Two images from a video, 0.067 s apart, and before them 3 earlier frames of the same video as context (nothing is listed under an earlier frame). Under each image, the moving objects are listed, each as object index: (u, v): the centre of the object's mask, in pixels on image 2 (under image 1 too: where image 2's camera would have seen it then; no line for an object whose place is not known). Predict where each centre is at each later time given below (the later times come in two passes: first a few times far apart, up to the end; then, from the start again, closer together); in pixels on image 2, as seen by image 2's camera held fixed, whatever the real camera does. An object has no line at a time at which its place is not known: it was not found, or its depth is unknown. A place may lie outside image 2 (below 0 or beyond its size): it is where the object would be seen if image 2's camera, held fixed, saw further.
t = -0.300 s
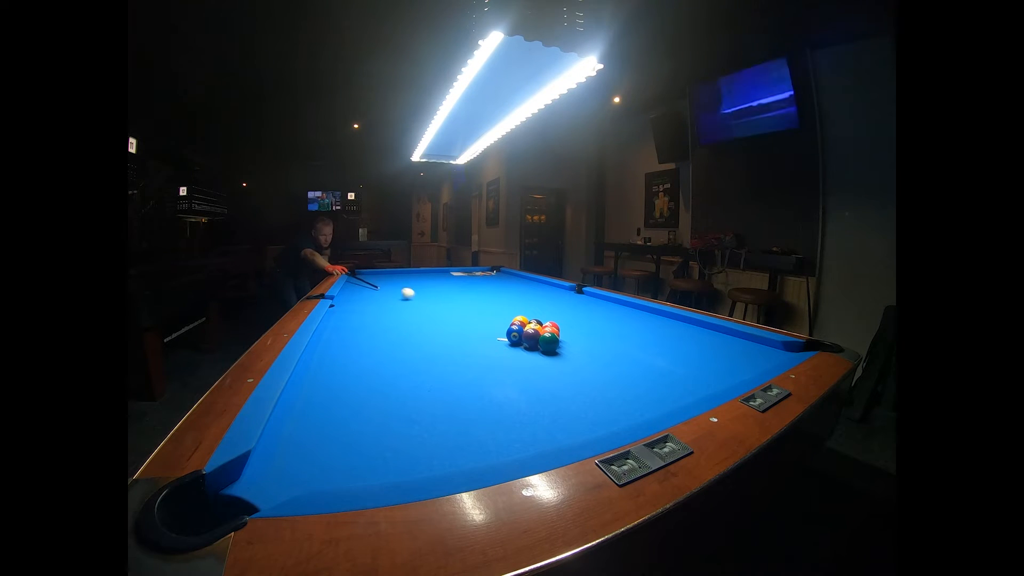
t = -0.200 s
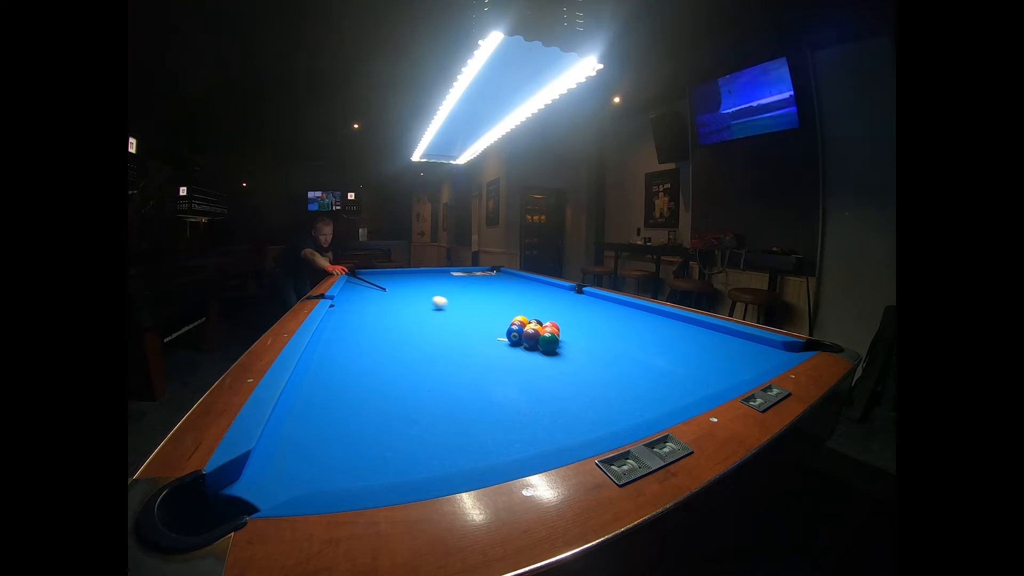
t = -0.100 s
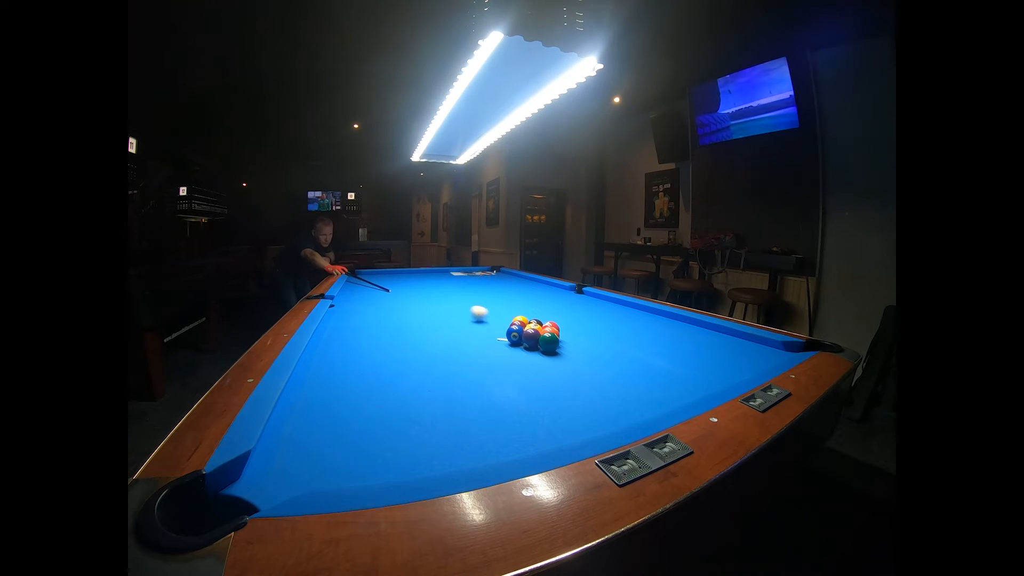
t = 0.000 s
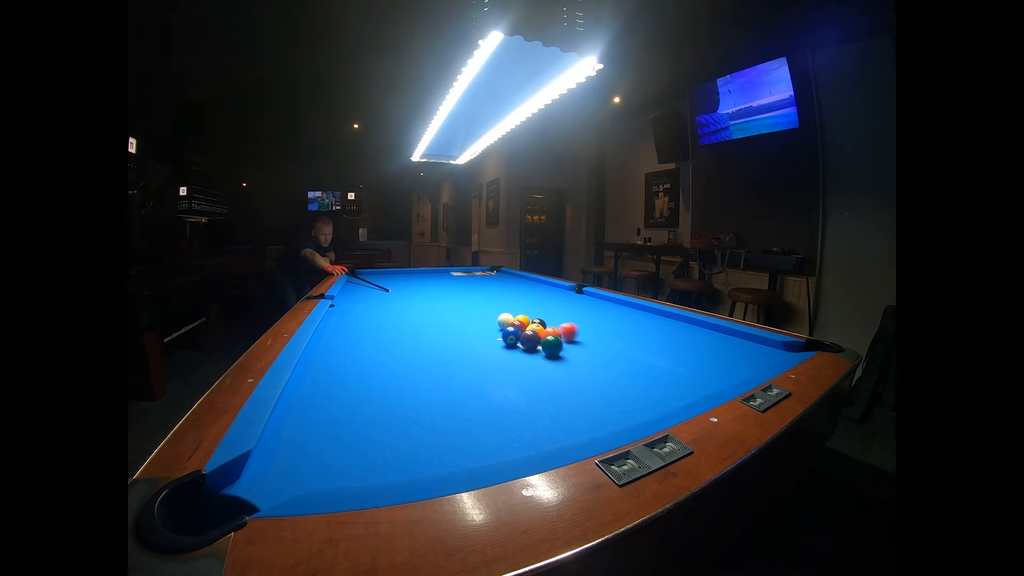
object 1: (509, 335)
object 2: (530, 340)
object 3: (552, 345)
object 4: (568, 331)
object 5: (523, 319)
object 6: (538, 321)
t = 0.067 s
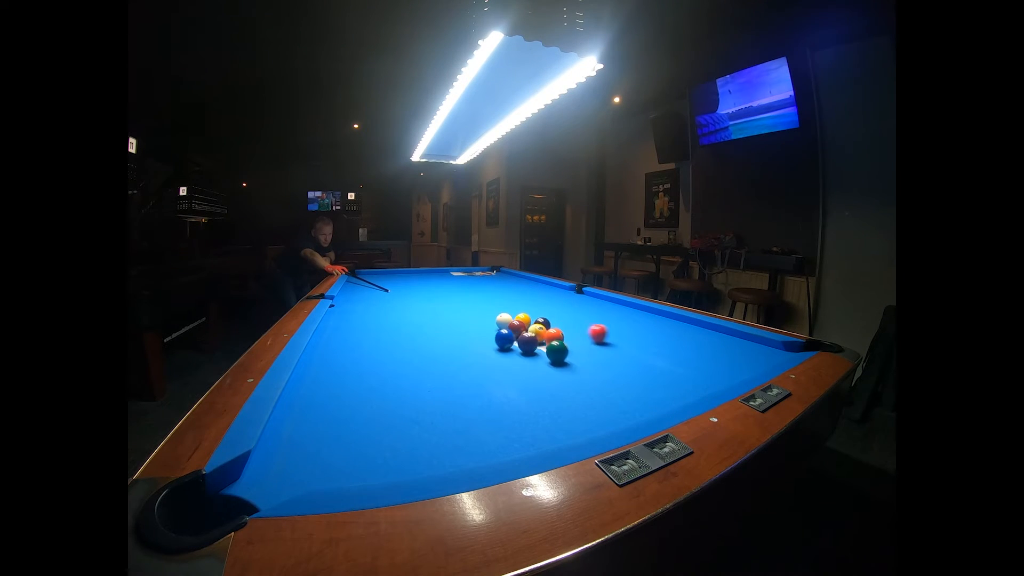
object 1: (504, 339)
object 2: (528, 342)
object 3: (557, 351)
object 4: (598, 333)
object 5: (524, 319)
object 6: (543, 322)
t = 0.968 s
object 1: (397, 381)
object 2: (491, 385)
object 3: (571, 400)
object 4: (771, 357)
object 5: (533, 305)
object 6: (582, 315)
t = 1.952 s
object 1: (304, 432)
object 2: (426, 453)
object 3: (482, 360)
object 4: (657, 364)
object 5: (540, 296)
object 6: (605, 308)
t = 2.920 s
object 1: (350, 440)
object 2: (384, 458)
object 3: (444, 341)
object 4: (547, 363)
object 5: (546, 291)
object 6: (616, 305)
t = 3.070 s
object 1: (350, 440)
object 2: (385, 458)
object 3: (440, 339)
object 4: (532, 363)
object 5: (546, 290)
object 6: (616, 305)
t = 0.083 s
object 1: (503, 339)
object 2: (527, 343)
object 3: (558, 353)
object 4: (605, 334)
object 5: (524, 319)
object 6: (544, 322)
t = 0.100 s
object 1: (501, 340)
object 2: (526, 344)
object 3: (559, 354)
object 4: (611, 334)
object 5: (524, 319)
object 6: (545, 322)
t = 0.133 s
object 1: (498, 342)
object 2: (526, 345)
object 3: (562, 356)
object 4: (624, 335)
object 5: (525, 318)
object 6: (547, 322)
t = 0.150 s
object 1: (496, 342)
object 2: (525, 346)
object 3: (563, 358)
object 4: (630, 335)
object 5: (525, 318)
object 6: (548, 322)
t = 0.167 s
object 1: (495, 343)
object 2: (524, 347)
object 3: (564, 360)
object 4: (636, 335)
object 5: (525, 318)
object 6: (548, 322)
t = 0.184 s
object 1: (493, 343)
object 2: (524, 347)
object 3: (566, 361)
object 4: (641, 335)
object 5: (525, 318)
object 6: (550, 322)
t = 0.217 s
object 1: (490, 345)
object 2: (523, 348)
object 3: (568, 364)
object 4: (652, 336)
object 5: (525, 317)
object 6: (551, 322)
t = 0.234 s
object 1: (488, 345)
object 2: (522, 349)
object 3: (570, 365)
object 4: (658, 336)
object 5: (525, 317)
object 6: (552, 322)
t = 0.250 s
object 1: (486, 346)
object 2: (522, 350)
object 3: (571, 367)
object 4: (663, 336)
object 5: (526, 317)
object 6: (552, 322)
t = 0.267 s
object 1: (485, 347)
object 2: (521, 351)
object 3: (573, 369)
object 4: (669, 336)
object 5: (526, 316)
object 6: (553, 322)
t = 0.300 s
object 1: (481, 348)
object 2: (520, 352)
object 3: (576, 372)
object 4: (679, 337)
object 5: (526, 316)
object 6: (555, 322)
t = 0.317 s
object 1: (479, 349)
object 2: (519, 353)
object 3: (577, 374)
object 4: (685, 337)
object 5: (526, 315)
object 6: (556, 322)
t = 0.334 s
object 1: (478, 350)
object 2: (519, 353)
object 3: (579, 376)
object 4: (690, 337)
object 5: (526, 315)
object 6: (556, 322)
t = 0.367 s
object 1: (474, 351)
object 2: (517, 355)
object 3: (582, 379)
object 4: (700, 337)
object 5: (527, 315)
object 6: (558, 321)
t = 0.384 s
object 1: (472, 352)
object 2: (517, 355)
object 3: (584, 381)
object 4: (706, 338)
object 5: (527, 314)
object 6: (559, 321)
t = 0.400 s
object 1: (470, 352)
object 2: (516, 356)
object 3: (586, 383)
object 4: (711, 338)
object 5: (527, 314)
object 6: (559, 321)
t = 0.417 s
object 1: (468, 353)
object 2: (515, 357)
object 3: (588, 385)
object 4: (716, 338)
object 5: (527, 314)
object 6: (561, 321)
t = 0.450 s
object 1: (465, 355)
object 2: (514, 358)
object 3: (591, 389)
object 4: (725, 338)
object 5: (528, 313)
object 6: (562, 320)
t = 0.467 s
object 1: (463, 355)
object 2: (513, 359)
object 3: (593, 391)
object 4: (730, 338)
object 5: (528, 313)
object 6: (563, 320)
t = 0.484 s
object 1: (461, 356)
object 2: (513, 360)
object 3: (595, 394)
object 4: (735, 338)
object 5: (528, 312)
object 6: (564, 320)
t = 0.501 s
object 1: (459, 357)
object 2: (512, 361)
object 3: (597, 396)
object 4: (740, 338)
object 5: (529, 312)
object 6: (564, 320)
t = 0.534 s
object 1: (455, 358)
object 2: (511, 362)
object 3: (601, 400)
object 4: (749, 339)
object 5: (529, 311)
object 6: (566, 319)
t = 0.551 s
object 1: (453, 359)
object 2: (510, 363)
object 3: (603, 402)
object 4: (754, 339)
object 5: (529, 311)
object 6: (567, 319)
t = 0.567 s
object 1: (451, 360)
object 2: (509, 364)
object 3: (605, 405)
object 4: (758, 339)
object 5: (529, 311)
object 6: (567, 319)
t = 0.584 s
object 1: (449, 361)
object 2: (509, 365)
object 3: (608, 408)
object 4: (760, 340)
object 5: (530, 311)
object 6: (568, 319)
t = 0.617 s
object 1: (445, 362)
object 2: (507, 367)
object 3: (612, 413)
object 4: (760, 341)
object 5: (530, 310)
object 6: (569, 318)
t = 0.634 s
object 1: (443, 363)
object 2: (506, 368)
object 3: (614, 414)
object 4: (761, 342)
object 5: (530, 310)
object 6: (570, 318)
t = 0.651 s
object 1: (441, 364)
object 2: (506, 368)
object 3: (616, 415)
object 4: (761, 343)
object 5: (530, 309)
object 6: (570, 318)
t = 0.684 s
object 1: (436, 366)
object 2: (504, 370)
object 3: (614, 416)
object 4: (762, 344)
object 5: (531, 309)
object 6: (572, 318)
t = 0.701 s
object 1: (434, 367)
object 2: (503, 371)
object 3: (611, 415)
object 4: (763, 345)
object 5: (531, 309)
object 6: (573, 318)
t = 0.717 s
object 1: (432, 367)
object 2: (503, 372)
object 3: (609, 415)
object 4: (763, 346)
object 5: (531, 308)
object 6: (574, 318)
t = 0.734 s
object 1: (430, 368)
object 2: (502, 373)
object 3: (606, 414)
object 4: (764, 347)
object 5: (531, 308)
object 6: (574, 317)
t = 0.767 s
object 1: (425, 370)
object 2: (500, 374)
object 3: (601, 412)
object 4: (765, 348)
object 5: (532, 308)
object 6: (575, 317)
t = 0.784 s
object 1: (423, 371)
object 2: (500, 375)
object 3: (598, 411)
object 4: (765, 349)
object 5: (532, 307)
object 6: (576, 317)
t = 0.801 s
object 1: (421, 372)
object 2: (499, 376)
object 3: (595, 411)
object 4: (766, 350)
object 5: (532, 307)
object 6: (577, 316)
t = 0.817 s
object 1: (419, 373)
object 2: (498, 377)
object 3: (593, 409)
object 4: (766, 351)
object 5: (532, 307)
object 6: (577, 316)
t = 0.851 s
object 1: (414, 374)
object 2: (497, 379)
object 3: (587, 407)
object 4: (768, 352)
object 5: (532, 306)
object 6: (578, 316)
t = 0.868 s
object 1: (412, 375)
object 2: (496, 380)
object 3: (585, 406)
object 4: (768, 353)
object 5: (533, 306)
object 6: (579, 316)
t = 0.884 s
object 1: (409, 376)
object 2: (495, 381)
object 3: (583, 405)
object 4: (769, 354)
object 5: (533, 306)
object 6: (579, 316)
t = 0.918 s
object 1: (405, 378)
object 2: (493, 382)
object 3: (578, 402)
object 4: (769, 355)
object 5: (533, 305)
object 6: (580, 315)
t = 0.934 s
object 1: (402, 379)
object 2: (492, 383)
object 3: (575, 402)
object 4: (770, 356)
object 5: (533, 305)
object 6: (581, 315)
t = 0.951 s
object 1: (400, 380)
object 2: (491, 384)
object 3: (573, 401)
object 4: (770, 356)
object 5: (533, 305)
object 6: (581, 315)
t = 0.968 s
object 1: (397, 381)
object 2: (491, 385)
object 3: (571, 400)
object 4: (771, 357)
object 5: (533, 305)
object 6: (582, 315)
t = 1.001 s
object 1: (392, 383)
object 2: (489, 387)
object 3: (566, 398)
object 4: (771, 358)
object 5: (534, 304)
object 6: (583, 315)
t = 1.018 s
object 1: (390, 384)
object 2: (488, 388)
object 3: (564, 397)
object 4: (770, 358)
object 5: (534, 304)
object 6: (583, 315)
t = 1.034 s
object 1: (387, 385)
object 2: (487, 389)
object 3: (562, 396)
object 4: (768, 358)
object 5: (534, 304)
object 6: (584, 314)
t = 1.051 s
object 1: (385, 386)
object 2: (486, 390)
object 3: (560, 396)
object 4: (766, 359)
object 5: (534, 304)
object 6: (584, 314)
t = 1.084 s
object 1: (380, 388)
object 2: (484, 392)
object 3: (555, 394)
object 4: (762, 360)
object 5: (534, 303)
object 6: (585, 314)
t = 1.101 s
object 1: (377, 389)
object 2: (483, 393)
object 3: (554, 393)
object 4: (761, 360)
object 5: (535, 303)
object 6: (586, 314)
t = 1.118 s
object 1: (375, 389)
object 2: (483, 394)
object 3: (551, 392)
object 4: (759, 360)
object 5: (535, 303)
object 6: (587, 313)
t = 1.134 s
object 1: (372, 391)
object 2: (482, 395)
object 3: (550, 391)
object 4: (757, 361)
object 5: (535, 303)
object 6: (587, 313)
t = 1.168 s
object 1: (367, 393)
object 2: (480, 397)
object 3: (546, 390)
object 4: (753, 361)
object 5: (535, 302)
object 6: (588, 313)
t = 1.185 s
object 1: (364, 393)
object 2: (479, 398)
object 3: (544, 389)
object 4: (751, 362)
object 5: (535, 302)
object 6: (589, 313)
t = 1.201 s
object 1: (362, 394)
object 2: (478, 399)
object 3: (542, 388)
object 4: (749, 362)
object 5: (535, 302)
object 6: (589, 313)
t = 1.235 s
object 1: (356, 397)
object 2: (476, 401)
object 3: (538, 386)
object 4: (746, 362)
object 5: (536, 302)
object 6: (590, 313)
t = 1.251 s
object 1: (353, 398)
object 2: (475, 403)
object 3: (536, 386)
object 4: (744, 362)
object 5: (536, 302)
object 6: (590, 313)
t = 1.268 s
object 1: (351, 399)
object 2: (474, 404)
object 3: (535, 385)
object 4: (742, 362)
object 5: (536, 301)
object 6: (591, 312)
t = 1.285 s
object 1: (348, 400)
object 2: (473, 405)
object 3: (533, 384)
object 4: (740, 362)
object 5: (536, 301)
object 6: (591, 312)
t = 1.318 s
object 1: (343, 402)
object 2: (471, 407)
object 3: (530, 383)
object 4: (736, 363)
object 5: (536, 301)
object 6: (592, 312)
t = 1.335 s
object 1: (340, 403)
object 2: (470, 408)
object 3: (528, 382)
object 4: (734, 363)
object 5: (536, 301)
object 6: (592, 312)
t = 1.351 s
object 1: (337, 404)
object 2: (469, 409)
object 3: (526, 381)
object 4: (732, 363)
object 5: (536, 301)
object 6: (593, 312)
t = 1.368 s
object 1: (334, 405)
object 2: (468, 410)
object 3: (525, 380)
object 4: (730, 363)
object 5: (537, 300)
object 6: (593, 312)
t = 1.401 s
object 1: (328, 407)
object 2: (466, 413)
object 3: (522, 379)
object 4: (726, 362)
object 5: (537, 300)
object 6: (594, 311)
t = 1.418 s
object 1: (326, 408)
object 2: (465, 414)
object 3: (520, 379)
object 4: (724, 363)
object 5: (537, 300)
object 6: (594, 312)
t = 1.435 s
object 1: (323, 409)
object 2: (463, 415)
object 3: (519, 378)
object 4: (722, 363)
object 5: (537, 300)
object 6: (595, 311)
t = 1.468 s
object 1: (317, 411)
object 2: (461, 418)
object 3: (516, 376)
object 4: (718, 363)
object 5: (537, 299)
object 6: (596, 311)
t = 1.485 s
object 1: (314, 412)
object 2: (460, 419)
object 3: (514, 376)
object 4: (715, 363)
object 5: (537, 299)
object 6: (596, 311)
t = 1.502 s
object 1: (311, 414)
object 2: (459, 420)
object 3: (513, 375)
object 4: (713, 363)
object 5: (537, 299)
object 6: (596, 311)
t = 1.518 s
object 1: (308, 415)
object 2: (458, 421)
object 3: (512, 374)
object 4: (711, 363)
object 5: (537, 299)
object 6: (597, 311)
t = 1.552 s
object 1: (302, 417)
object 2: (456, 423)
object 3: (509, 373)
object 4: (707, 363)
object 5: (538, 299)
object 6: (597, 311)
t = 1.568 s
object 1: (299, 417)
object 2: (455, 424)
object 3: (508, 373)
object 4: (705, 363)
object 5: (538, 299)
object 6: (597, 311)
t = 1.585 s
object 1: (296, 419)
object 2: (453, 426)
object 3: (506, 372)
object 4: (703, 363)
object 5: (538, 298)
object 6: (598, 310)
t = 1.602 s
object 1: (294, 420)
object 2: (452, 427)
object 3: (505, 371)
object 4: (701, 363)
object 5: (538, 298)
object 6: (598, 310)
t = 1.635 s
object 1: (288, 422)
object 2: (450, 429)
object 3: (503, 370)
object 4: (697, 363)
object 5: (538, 298)
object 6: (599, 310)
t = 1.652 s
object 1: (285, 423)
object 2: (449, 431)
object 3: (501, 369)
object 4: (695, 364)
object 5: (538, 298)
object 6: (599, 310)
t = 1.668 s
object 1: (284, 424)
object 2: (447, 432)
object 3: (500, 369)
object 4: (693, 364)
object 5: (538, 298)
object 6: (600, 310)
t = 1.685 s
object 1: (285, 424)
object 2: (446, 433)
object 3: (499, 368)
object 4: (691, 364)
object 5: (539, 298)
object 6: (600, 310)
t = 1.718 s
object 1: (288, 426)
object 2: (444, 435)
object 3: (497, 367)
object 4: (687, 364)
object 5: (539, 297)
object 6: (601, 309)
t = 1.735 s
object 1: (289, 427)
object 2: (443, 436)
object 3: (496, 367)
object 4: (685, 364)
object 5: (539, 297)
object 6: (601, 309)
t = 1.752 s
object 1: (290, 427)
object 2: (441, 438)
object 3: (494, 366)
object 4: (682, 364)
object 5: (539, 297)
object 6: (601, 309)
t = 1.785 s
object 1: (292, 427)
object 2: (439, 440)
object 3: (492, 365)
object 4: (678, 364)
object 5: (539, 297)
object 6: (602, 309)
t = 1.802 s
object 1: (293, 428)
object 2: (438, 441)
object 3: (491, 365)
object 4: (676, 364)
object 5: (539, 297)
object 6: (602, 309)
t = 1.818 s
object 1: (295, 429)
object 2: (437, 442)
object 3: (490, 364)
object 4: (674, 364)
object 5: (539, 296)
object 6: (603, 309)
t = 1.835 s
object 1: (296, 429)
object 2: (435, 444)
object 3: (489, 364)
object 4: (672, 364)
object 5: (540, 296)
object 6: (603, 309)
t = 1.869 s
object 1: (298, 430)
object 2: (433, 446)
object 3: (487, 363)
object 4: (668, 364)
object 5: (540, 296)
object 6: (604, 309)
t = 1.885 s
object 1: (299, 430)
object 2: (432, 447)
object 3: (486, 362)
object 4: (666, 364)
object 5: (540, 296)
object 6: (604, 308)
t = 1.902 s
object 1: (300, 430)
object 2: (430, 449)
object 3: (485, 362)
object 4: (664, 364)
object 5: (540, 296)
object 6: (604, 309)
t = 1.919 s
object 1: (301, 431)
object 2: (429, 451)
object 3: (484, 361)
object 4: (662, 364)
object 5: (540, 296)
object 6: (605, 308)
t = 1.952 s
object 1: (304, 432)
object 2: (426, 453)
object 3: (482, 360)
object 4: (657, 364)
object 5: (540, 296)
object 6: (605, 308)
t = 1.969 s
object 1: (305, 432)
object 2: (425, 454)
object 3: (481, 359)
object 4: (655, 364)
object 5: (540, 295)
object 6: (605, 308)
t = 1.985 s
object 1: (306, 432)
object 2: (424, 455)
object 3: (480, 359)
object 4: (653, 364)
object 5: (540, 295)
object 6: (606, 308)
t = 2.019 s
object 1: (309, 433)
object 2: (421, 457)
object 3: (478, 358)
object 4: (649, 364)
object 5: (541, 295)
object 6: (606, 308)
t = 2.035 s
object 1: (310, 433)
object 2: (420, 457)
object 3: (477, 358)
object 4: (647, 364)
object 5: (541, 295)
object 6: (607, 308)
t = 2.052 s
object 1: (311, 434)
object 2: (418, 458)
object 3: (476, 357)
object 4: (645, 364)
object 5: (541, 295)
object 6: (607, 308)
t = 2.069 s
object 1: (312, 434)
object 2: (417, 459)
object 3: (476, 357)
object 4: (643, 364)
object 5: (541, 295)
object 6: (607, 308)
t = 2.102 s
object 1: (314, 435)
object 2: (414, 460)
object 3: (474, 356)
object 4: (639, 364)
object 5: (541, 295)
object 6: (608, 308)
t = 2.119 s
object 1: (316, 435)
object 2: (413, 462)
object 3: (473, 356)
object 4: (637, 364)
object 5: (541, 294)
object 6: (608, 308)
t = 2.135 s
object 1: (317, 435)
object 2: (411, 462)
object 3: (472, 355)
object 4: (635, 364)
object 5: (541, 294)
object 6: (608, 308)
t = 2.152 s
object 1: (318, 435)
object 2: (410, 463)
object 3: (471, 355)
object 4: (633, 364)
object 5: (541, 294)
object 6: (608, 308)
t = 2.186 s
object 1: (320, 436)
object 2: (407, 463)
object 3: (470, 354)
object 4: (629, 364)
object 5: (542, 294)
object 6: (609, 308)
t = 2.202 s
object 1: (322, 436)
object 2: (406, 463)
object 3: (469, 354)
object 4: (627, 364)
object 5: (542, 294)
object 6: (609, 307)
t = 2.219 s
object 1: (323, 436)
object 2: (405, 463)
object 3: (468, 353)
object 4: (625, 364)
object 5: (542, 294)
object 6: (609, 307)
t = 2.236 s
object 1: (324, 437)
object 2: (404, 462)
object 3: (467, 353)
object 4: (623, 364)
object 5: (542, 294)
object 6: (609, 307)
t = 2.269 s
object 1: (326, 437)
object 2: (402, 462)
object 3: (466, 352)
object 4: (618, 364)
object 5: (542, 294)
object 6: (610, 307)
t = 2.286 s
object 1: (327, 438)
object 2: (401, 462)
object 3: (465, 352)
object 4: (617, 364)
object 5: (542, 293)
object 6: (610, 307)
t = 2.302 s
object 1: (328, 438)
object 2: (400, 462)
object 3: (465, 352)
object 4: (615, 364)
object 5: (542, 293)
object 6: (610, 307)
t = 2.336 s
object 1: (331, 438)
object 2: (399, 462)
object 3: (463, 351)
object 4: (610, 364)
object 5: (542, 293)
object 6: (611, 307)
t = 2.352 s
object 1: (332, 438)
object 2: (398, 462)
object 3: (462, 350)
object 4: (608, 364)
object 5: (542, 293)
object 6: (611, 307)
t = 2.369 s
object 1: (333, 439)
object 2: (397, 461)
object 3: (462, 350)
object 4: (606, 364)
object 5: (543, 293)
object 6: (611, 307)
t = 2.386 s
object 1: (334, 439)
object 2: (396, 461)
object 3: (461, 350)
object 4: (605, 364)
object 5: (543, 293)
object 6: (611, 307)
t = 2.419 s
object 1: (336, 440)
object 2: (394, 461)
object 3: (460, 349)
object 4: (601, 364)
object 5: (543, 293)
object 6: (612, 307)
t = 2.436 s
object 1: (337, 440)
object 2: (394, 460)
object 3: (459, 349)
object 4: (599, 364)
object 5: (543, 293)
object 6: (612, 306)
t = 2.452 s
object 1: (338, 440)
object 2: (393, 460)
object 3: (459, 348)
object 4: (597, 364)
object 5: (543, 293)
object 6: (612, 307)
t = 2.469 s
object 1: (339, 440)
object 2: (392, 460)
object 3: (458, 348)
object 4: (595, 363)
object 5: (543, 292)
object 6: (612, 307)
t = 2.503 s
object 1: (341, 441)
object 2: (390, 460)
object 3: (457, 347)
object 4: (591, 364)
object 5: (543, 292)
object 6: (612, 306)
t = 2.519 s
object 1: (342, 441)
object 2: (389, 460)
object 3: (456, 347)
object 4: (590, 363)
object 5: (543, 292)
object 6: (613, 306)
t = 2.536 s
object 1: (343, 441)
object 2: (389, 460)
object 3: (456, 347)
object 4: (588, 363)
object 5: (543, 292)
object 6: (613, 306)
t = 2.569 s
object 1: (345, 441)
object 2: (387, 459)
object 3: (455, 346)
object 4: (584, 363)
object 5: (544, 292)
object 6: (613, 306)
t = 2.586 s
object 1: (345, 442)
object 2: (387, 459)
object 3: (454, 346)
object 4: (582, 363)
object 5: (544, 292)
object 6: (613, 306)
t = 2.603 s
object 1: (346, 442)
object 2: (386, 459)
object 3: (453, 346)
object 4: (580, 363)
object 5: (544, 292)
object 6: (613, 306)
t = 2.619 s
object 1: (347, 442)
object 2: (385, 459)
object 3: (453, 345)
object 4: (578, 363)
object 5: (544, 292)
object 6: (614, 306)
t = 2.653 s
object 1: (348, 442)
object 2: (384, 458)
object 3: (452, 345)
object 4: (575, 363)
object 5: (544, 292)
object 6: (614, 306)
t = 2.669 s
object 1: (348, 442)
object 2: (383, 458)
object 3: (451, 345)
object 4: (573, 363)
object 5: (544, 292)
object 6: (614, 306)
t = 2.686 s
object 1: (348, 441)
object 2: (383, 458)
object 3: (451, 344)
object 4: (571, 363)
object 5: (544, 291)
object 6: (614, 306)
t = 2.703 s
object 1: (348, 441)
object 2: (382, 458)
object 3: (450, 344)
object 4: (569, 363)
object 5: (544, 291)
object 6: (614, 306)
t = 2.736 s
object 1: (349, 441)
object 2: (382, 458)
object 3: (449, 344)
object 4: (566, 363)
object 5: (544, 291)
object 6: (615, 306)
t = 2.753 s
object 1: (349, 441)
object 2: (382, 458)
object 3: (448, 343)
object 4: (564, 363)
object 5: (545, 291)
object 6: (615, 306)
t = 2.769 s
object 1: (349, 441)
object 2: (382, 458)
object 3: (448, 343)
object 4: (562, 363)
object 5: (545, 291)
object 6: (615, 306)
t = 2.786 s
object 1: (349, 440)
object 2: (383, 458)
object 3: (447, 343)
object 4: (560, 363)
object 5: (545, 291)
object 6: (615, 306)
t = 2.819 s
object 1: (349, 440)
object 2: (383, 458)
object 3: (446, 342)
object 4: (557, 363)
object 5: (545, 291)
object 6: (615, 306)
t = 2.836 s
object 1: (349, 440)
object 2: (383, 458)
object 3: (446, 342)
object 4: (555, 363)
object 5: (545, 291)
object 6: (615, 305)
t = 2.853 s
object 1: (349, 440)
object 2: (384, 458)
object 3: (445, 342)
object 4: (554, 363)
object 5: (545, 291)
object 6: (615, 305)
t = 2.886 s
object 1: (350, 440)
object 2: (384, 458)
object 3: (444, 342)
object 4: (550, 363)
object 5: (545, 291)
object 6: (616, 305)
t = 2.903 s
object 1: (350, 440)
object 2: (384, 458)
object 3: (444, 341)
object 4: (548, 363)
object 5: (545, 291)
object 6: (616, 305)
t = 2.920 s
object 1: (350, 440)
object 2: (384, 458)
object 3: (444, 341)
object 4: (547, 363)
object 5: (546, 291)
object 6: (616, 305)
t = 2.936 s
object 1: (350, 440)
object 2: (384, 458)
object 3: (443, 341)
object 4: (545, 363)
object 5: (546, 291)
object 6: (616, 305)
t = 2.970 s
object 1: (350, 440)
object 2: (384, 458)
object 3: (442, 340)
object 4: (542, 363)
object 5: (546, 291)
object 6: (616, 305)
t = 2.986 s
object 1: (350, 440)
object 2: (384, 458)
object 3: (442, 340)
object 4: (540, 363)
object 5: (546, 291)
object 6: (616, 305)
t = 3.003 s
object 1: (350, 440)
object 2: (384, 458)
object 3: (441, 340)
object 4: (539, 363)
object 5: (546, 291)
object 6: (617, 305)
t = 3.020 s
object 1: (350, 440)
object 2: (384, 458)
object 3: (441, 340)
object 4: (537, 363)
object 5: (546, 290)
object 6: (617, 305)
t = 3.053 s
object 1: (350, 440)
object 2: (385, 458)
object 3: (440, 339)
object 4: (534, 363)
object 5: (546, 290)
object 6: (617, 305)
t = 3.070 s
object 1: (350, 440)
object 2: (385, 458)
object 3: (440, 339)
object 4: (532, 363)
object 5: (546, 290)
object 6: (616, 305)
